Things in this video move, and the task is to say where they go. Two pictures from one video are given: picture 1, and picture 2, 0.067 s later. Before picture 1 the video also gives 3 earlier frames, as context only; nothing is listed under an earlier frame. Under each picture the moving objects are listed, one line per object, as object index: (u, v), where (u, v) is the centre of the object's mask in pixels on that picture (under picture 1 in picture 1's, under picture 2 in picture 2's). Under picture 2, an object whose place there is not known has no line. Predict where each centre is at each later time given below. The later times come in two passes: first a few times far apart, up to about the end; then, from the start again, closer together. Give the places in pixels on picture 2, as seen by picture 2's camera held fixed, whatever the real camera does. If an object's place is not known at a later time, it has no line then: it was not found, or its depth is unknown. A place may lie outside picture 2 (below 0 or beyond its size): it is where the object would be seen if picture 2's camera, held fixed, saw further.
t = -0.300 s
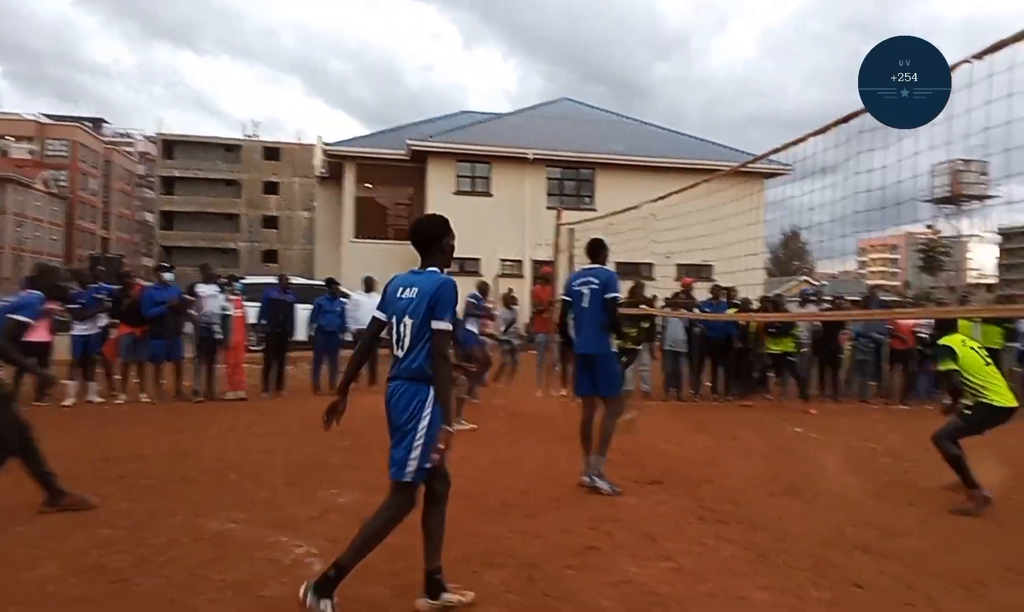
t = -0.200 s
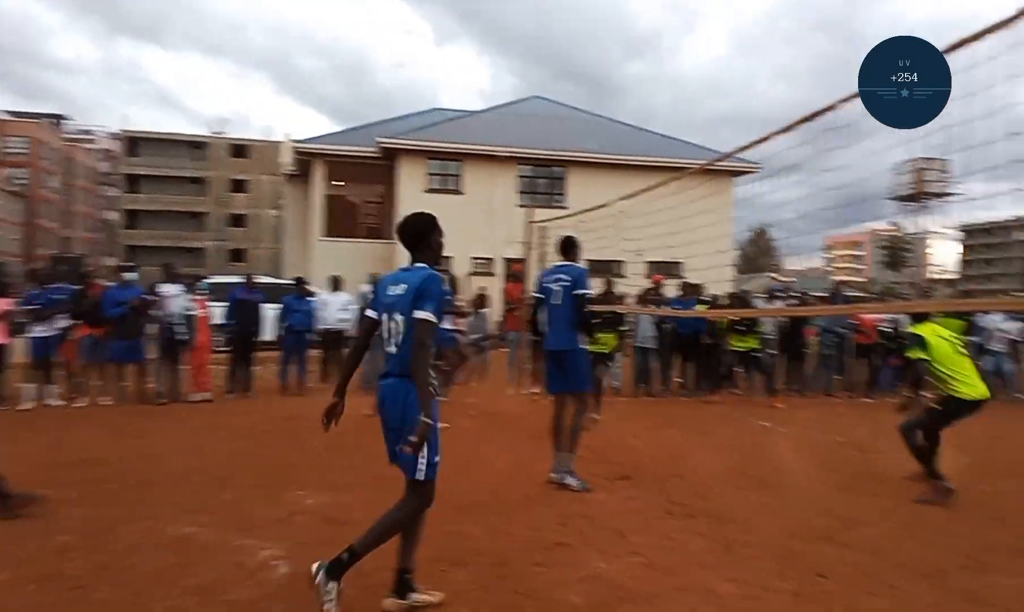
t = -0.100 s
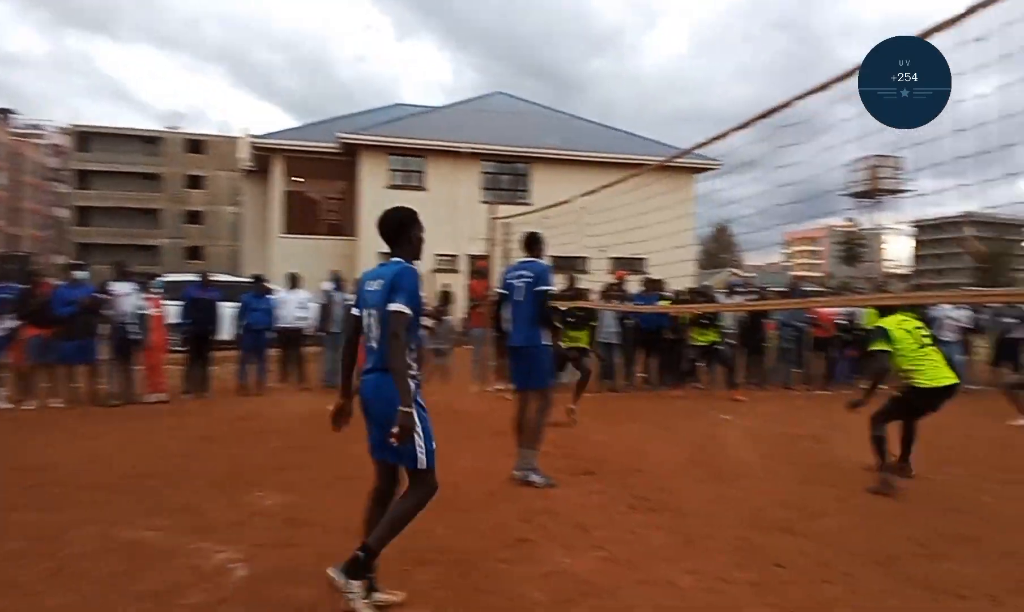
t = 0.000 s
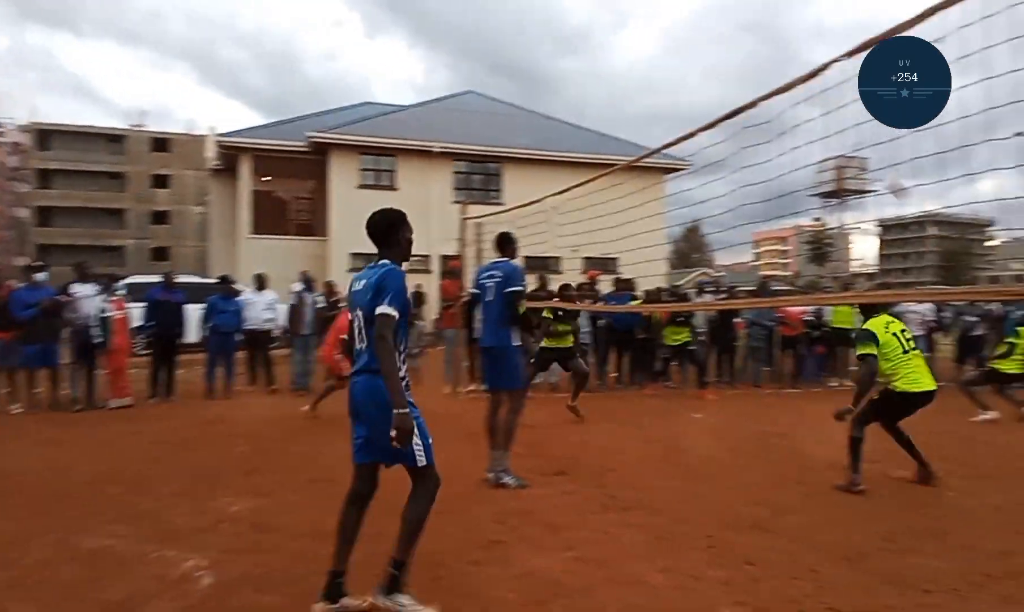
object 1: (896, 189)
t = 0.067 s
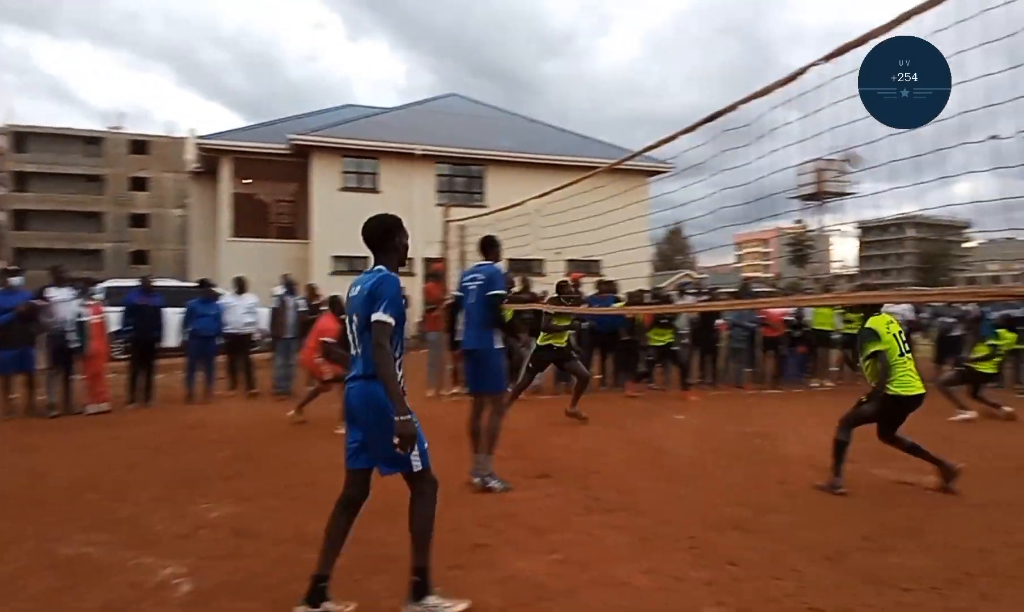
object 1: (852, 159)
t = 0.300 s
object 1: (770, 72)
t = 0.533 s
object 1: (698, 28)
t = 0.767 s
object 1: (630, 23)
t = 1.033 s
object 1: (558, 61)
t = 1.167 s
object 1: (524, 97)
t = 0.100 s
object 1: (841, 142)
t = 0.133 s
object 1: (826, 129)
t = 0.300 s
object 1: (770, 72)
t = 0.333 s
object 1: (760, 64)
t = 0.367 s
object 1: (750, 57)
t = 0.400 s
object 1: (739, 49)
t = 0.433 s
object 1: (729, 42)
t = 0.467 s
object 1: (718, 37)
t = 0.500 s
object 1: (708, 33)
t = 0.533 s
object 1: (698, 28)
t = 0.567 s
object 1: (687, 26)
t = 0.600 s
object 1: (677, 24)
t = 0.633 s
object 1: (668, 22)
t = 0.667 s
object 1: (659, 22)
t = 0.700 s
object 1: (649, 21)
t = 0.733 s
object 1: (639, 22)
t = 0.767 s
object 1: (630, 23)
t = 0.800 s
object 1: (621, 24)
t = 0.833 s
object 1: (612, 27)
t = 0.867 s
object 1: (603, 31)
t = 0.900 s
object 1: (594, 36)
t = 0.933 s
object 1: (585, 41)
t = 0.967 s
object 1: (576, 47)
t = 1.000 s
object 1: (567, 53)
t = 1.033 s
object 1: (558, 61)
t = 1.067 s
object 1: (549, 69)
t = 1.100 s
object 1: (541, 77)
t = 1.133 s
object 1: (532, 87)
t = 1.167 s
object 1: (524, 97)
